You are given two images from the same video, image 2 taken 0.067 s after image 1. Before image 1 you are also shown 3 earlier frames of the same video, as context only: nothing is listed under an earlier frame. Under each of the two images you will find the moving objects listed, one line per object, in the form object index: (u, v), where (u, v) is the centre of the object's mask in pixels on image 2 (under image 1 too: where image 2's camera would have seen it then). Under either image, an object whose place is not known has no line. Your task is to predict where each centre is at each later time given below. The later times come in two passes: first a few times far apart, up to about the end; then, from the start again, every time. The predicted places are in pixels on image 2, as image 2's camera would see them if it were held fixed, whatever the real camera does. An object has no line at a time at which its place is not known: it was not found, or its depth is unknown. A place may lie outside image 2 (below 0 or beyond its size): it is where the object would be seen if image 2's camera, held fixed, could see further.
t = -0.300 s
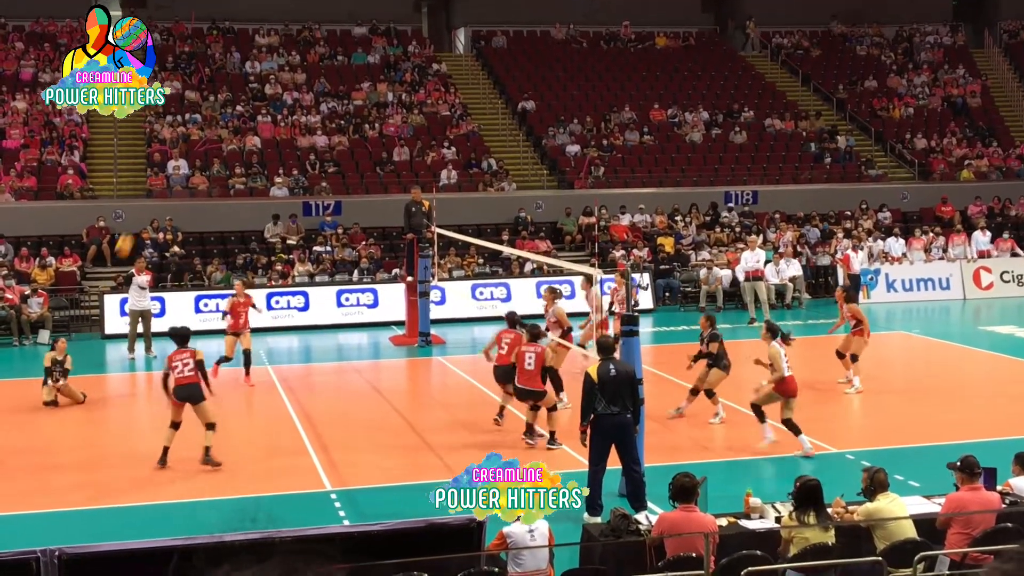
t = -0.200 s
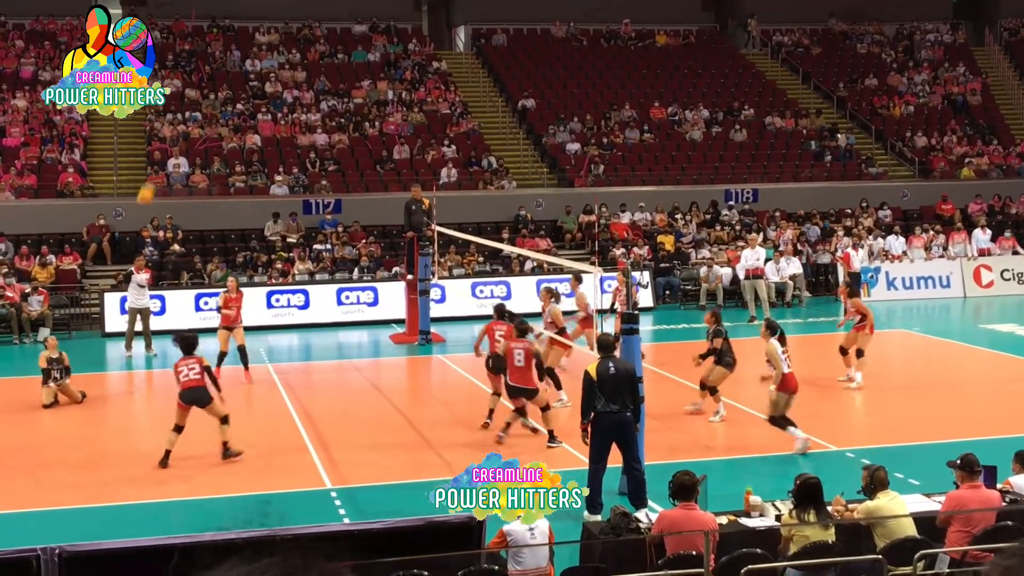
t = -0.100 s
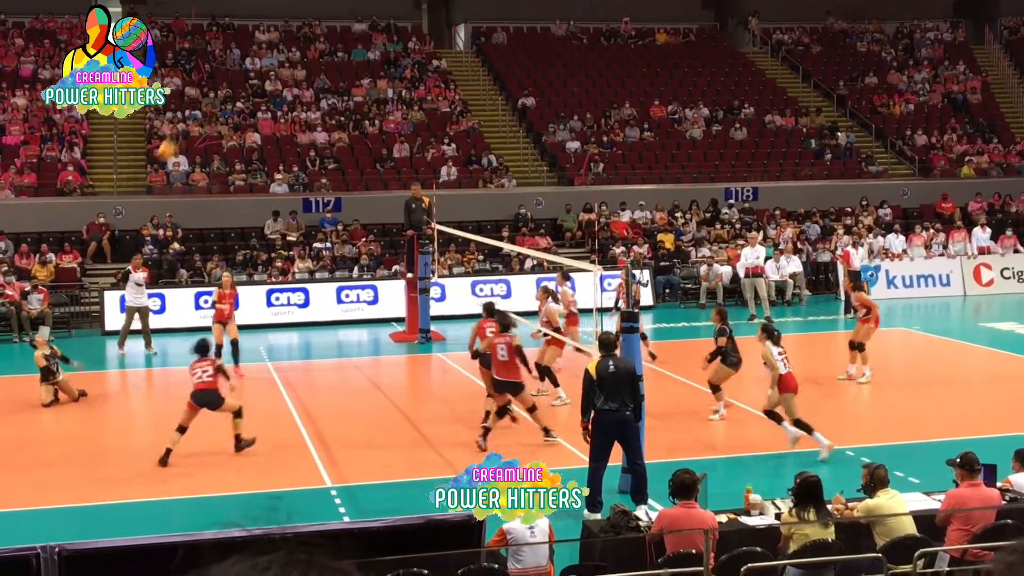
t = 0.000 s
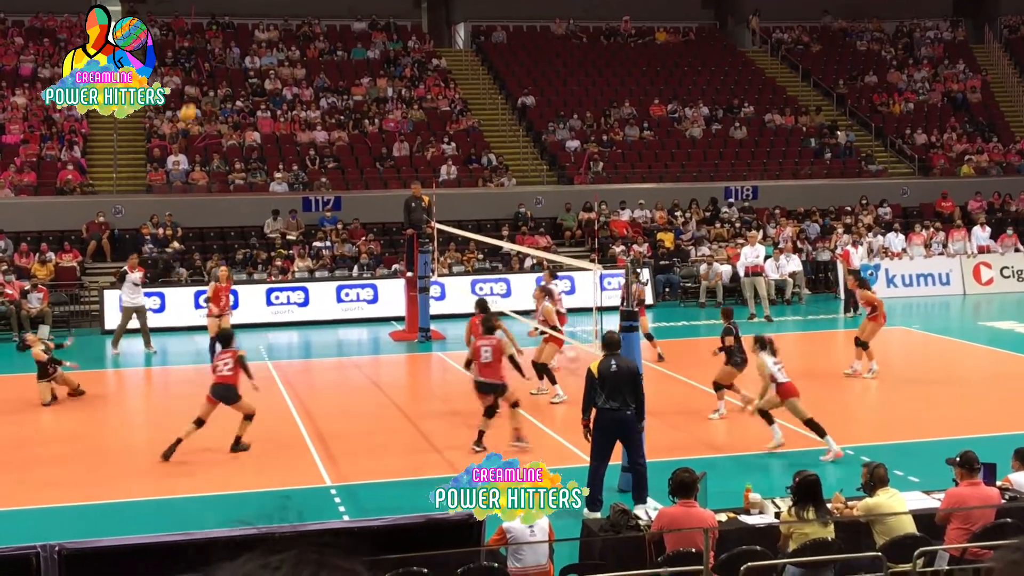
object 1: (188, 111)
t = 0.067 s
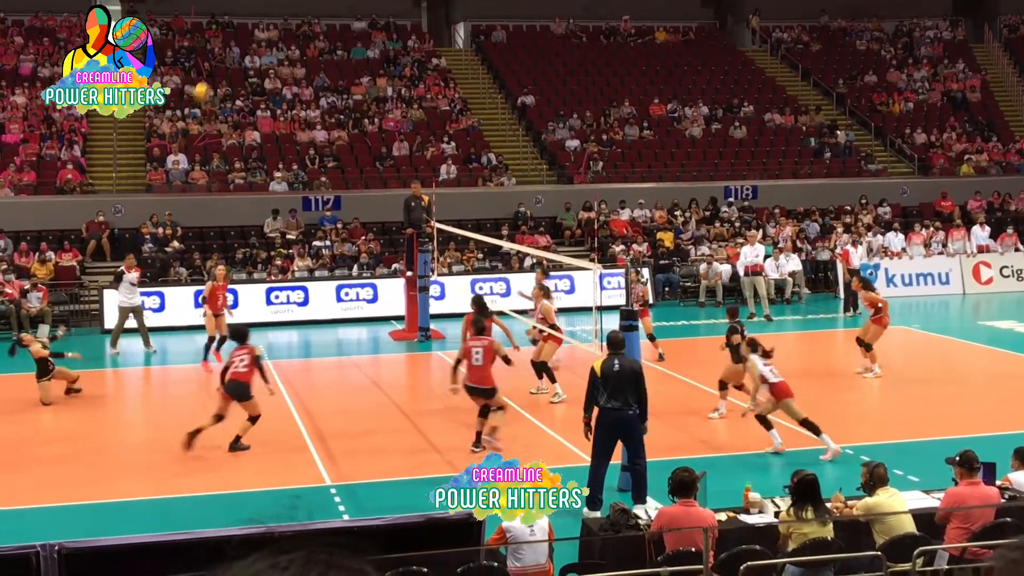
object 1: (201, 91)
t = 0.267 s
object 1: (244, 48)
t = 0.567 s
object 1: (310, 37)
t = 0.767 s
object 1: (356, 65)
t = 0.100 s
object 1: (209, 83)
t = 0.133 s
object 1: (216, 74)
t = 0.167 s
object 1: (223, 67)
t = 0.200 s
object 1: (230, 61)
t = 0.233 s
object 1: (237, 54)
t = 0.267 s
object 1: (244, 48)
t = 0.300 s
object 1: (251, 44)
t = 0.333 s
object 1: (259, 42)
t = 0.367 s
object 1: (266, 38)
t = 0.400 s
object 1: (274, 36)
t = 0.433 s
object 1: (280, 35)
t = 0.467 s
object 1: (288, 34)
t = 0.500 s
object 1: (295, 34)
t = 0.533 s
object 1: (303, 35)
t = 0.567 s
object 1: (310, 37)
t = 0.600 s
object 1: (318, 41)
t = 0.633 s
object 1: (325, 43)
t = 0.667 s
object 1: (333, 47)
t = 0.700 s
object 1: (341, 53)
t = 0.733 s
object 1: (349, 59)
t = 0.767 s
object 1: (356, 65)
